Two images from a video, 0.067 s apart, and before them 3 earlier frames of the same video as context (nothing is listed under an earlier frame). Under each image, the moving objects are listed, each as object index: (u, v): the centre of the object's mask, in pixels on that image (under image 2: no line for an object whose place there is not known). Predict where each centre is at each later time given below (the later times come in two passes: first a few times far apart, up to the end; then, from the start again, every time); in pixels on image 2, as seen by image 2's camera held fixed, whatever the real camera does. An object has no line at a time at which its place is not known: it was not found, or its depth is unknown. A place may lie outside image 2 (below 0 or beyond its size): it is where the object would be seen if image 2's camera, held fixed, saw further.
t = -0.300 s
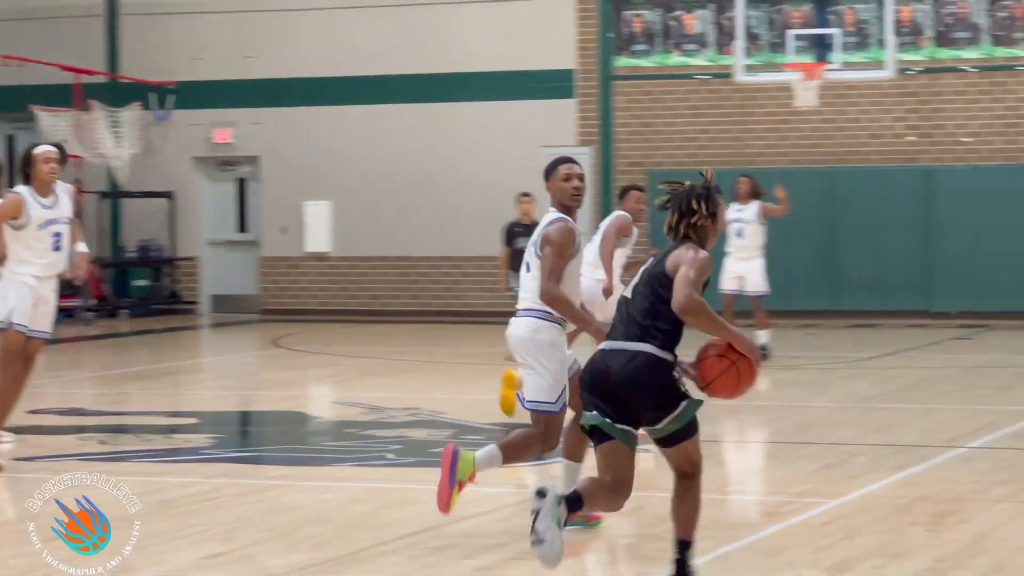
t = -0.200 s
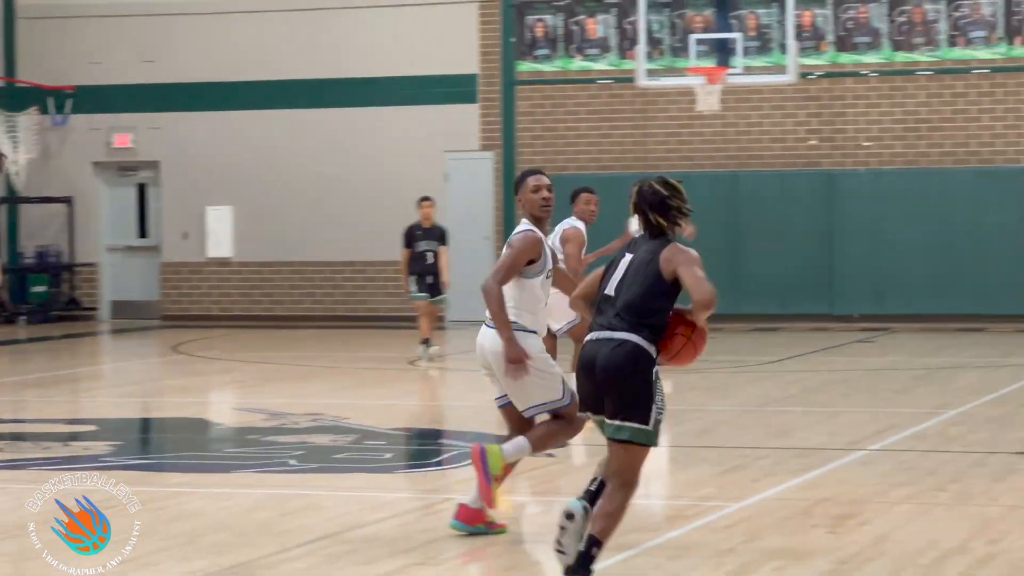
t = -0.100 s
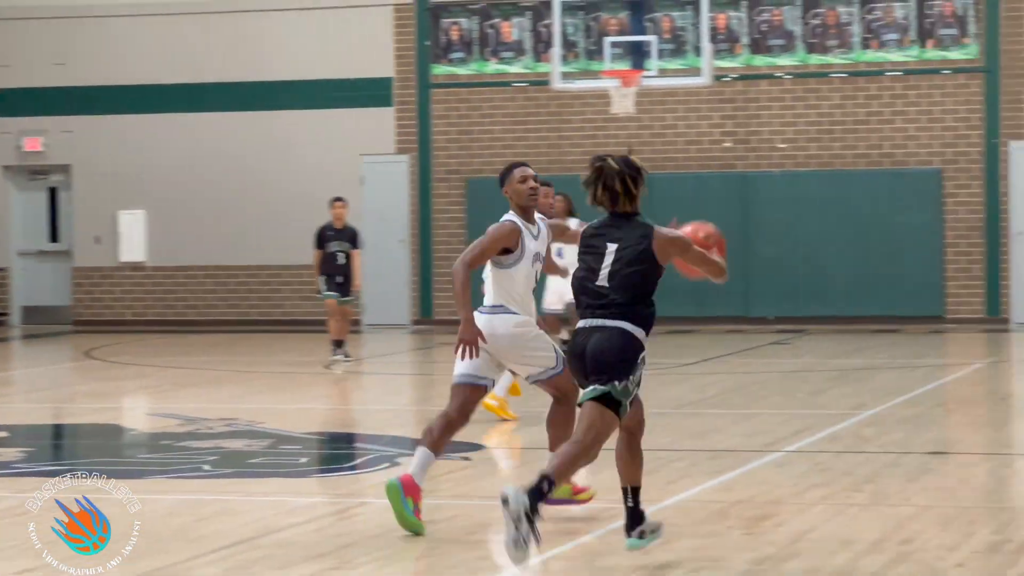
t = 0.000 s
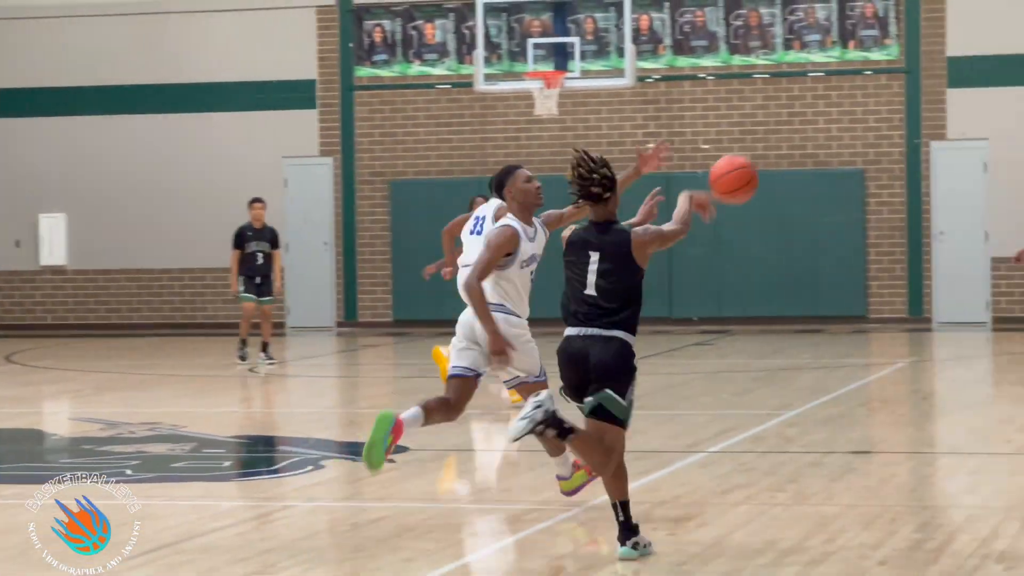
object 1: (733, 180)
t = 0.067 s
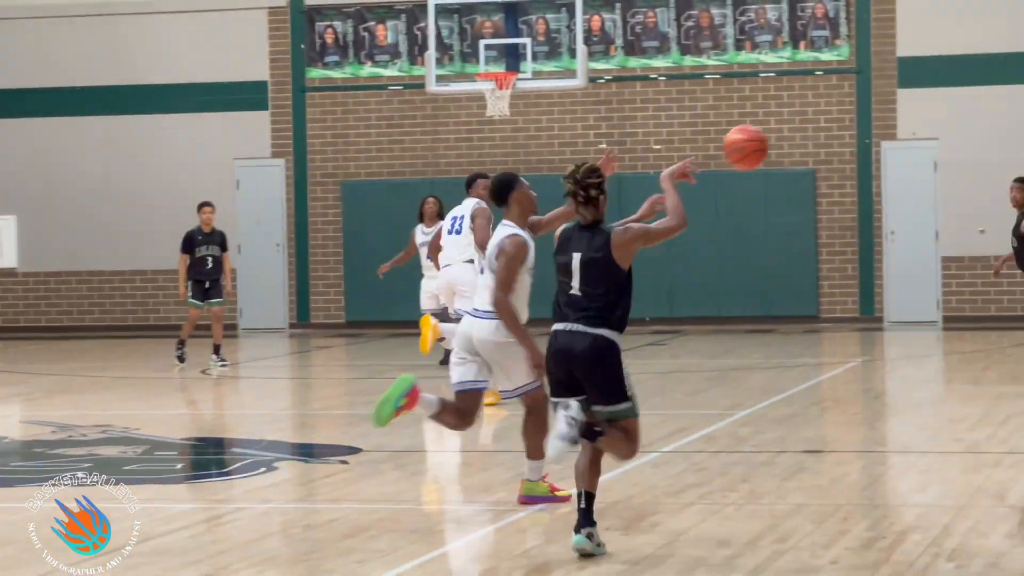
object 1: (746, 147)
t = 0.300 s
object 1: (907, 97)
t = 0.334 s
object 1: (926, 96)
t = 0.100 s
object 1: (773, 135)
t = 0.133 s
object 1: (798, 124)
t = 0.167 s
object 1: (822, 116)
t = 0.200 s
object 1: (845, 109)
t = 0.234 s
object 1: (867, 104)
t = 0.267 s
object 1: (887, 99)
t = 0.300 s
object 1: (907, 97)
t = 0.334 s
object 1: (926, 96)
